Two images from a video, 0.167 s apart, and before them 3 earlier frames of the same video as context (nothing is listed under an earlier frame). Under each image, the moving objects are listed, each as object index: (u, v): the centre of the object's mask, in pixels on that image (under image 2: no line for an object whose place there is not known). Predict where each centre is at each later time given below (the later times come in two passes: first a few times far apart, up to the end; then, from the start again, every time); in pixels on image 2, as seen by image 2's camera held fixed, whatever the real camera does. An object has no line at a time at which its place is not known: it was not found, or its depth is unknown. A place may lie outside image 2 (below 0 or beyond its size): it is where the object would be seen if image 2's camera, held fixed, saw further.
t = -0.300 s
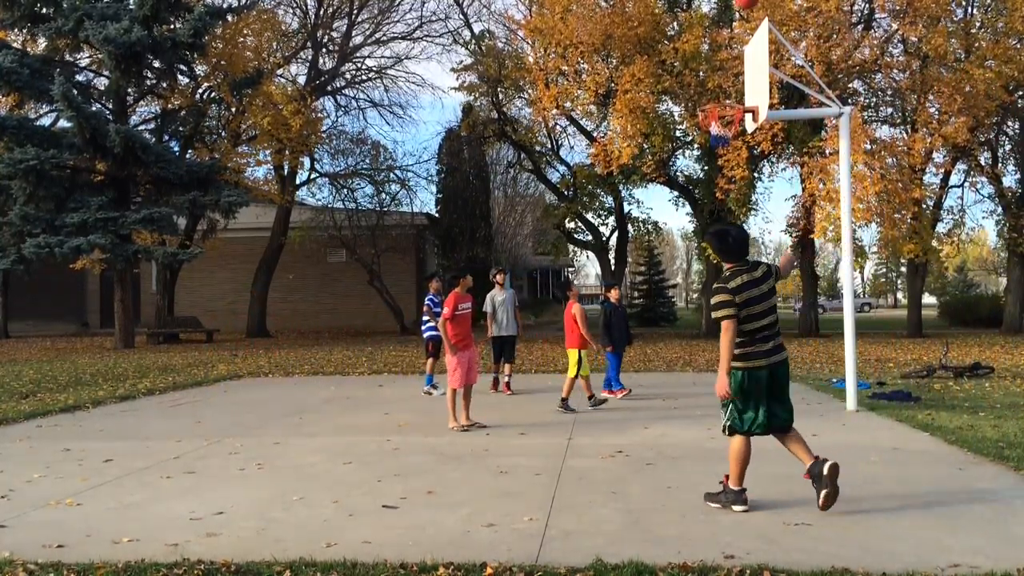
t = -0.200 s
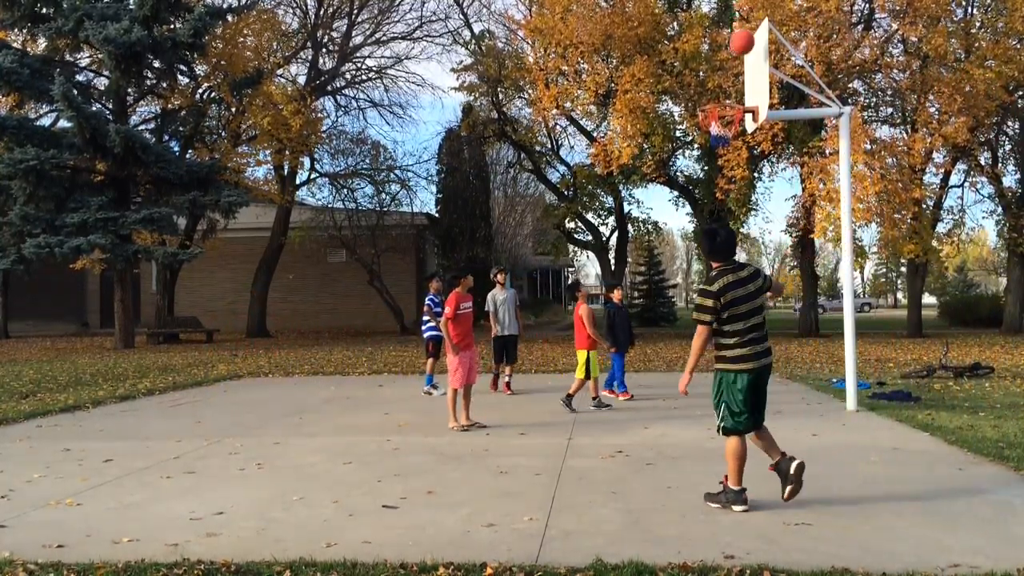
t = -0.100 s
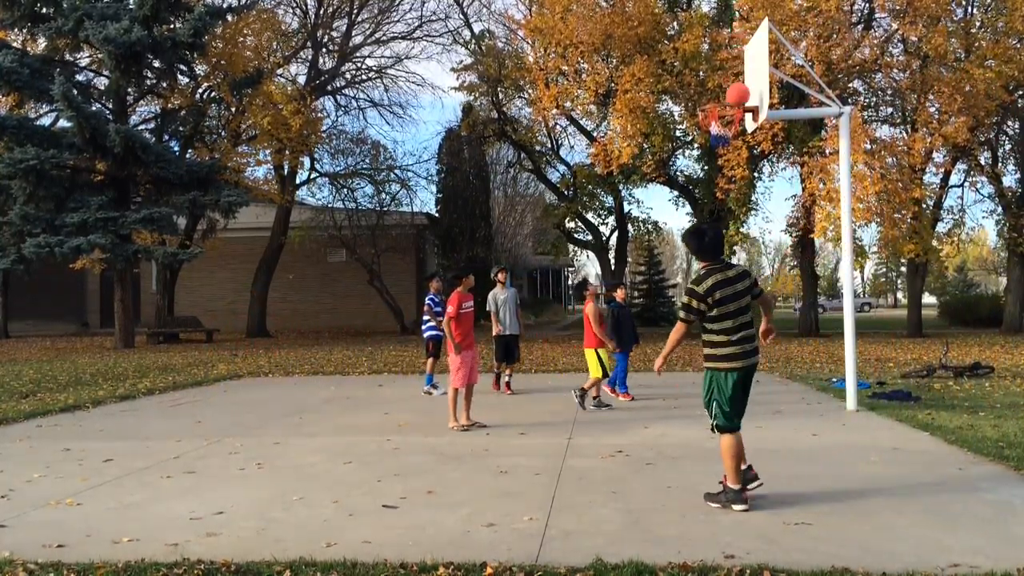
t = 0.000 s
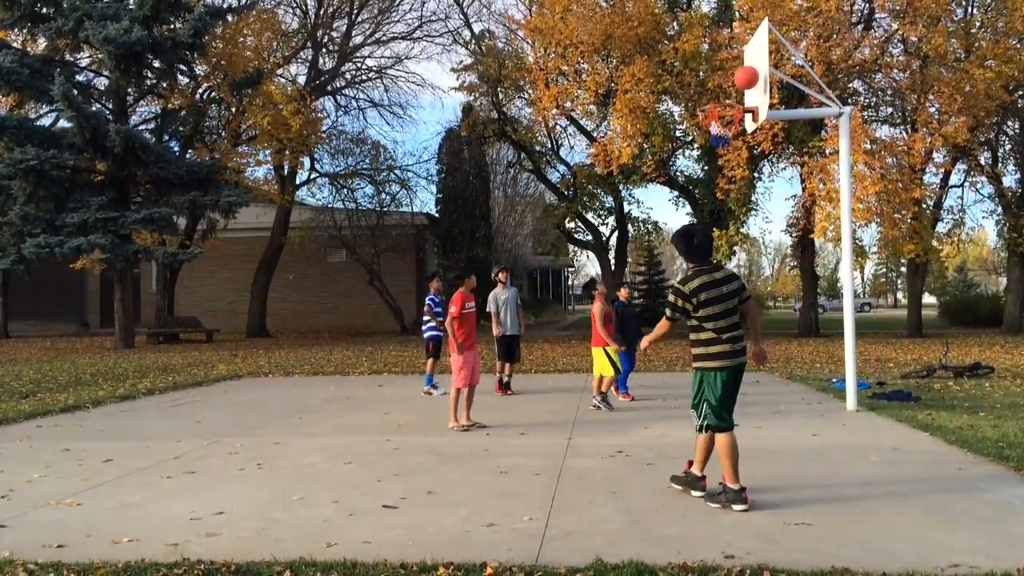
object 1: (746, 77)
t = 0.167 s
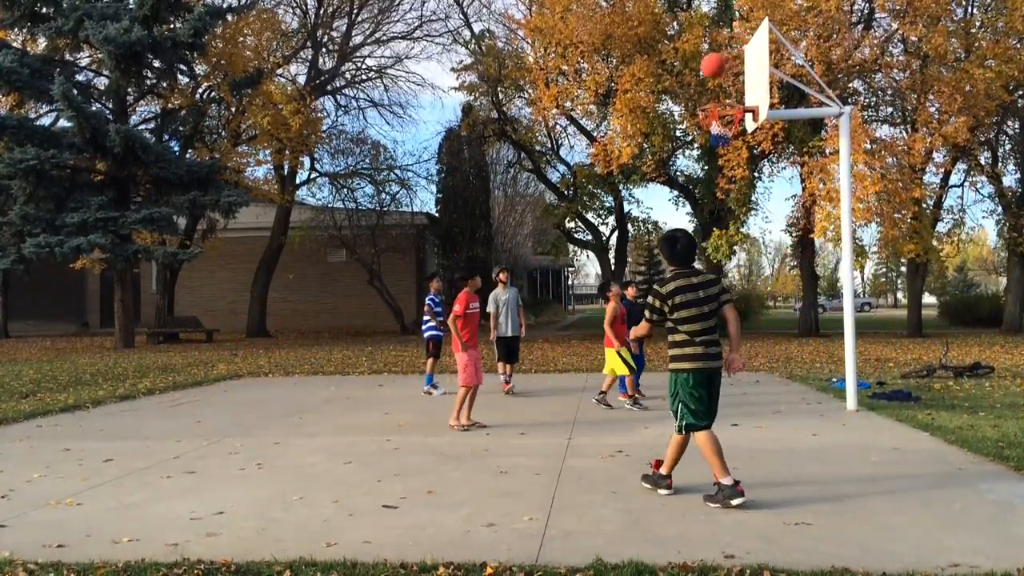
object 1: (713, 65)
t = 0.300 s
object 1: (685, 76)
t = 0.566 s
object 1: (625, 159)
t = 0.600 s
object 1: (616, 176)
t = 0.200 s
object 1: (706, 66)
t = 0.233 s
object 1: (699, 69)
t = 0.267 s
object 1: (691, 72)
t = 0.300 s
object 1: (685, 76)
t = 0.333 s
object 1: (678, 82)
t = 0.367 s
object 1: (670, 89)
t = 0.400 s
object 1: (663, 97)
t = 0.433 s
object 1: (655, 107)
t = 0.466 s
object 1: (648, 118)
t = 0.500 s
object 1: (640, 130)
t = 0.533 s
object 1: (633, 144)
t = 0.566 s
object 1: (625, 159)
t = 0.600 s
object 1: (616, 176)
